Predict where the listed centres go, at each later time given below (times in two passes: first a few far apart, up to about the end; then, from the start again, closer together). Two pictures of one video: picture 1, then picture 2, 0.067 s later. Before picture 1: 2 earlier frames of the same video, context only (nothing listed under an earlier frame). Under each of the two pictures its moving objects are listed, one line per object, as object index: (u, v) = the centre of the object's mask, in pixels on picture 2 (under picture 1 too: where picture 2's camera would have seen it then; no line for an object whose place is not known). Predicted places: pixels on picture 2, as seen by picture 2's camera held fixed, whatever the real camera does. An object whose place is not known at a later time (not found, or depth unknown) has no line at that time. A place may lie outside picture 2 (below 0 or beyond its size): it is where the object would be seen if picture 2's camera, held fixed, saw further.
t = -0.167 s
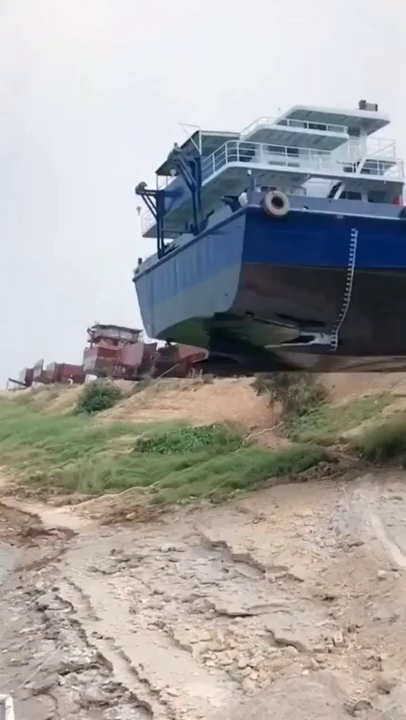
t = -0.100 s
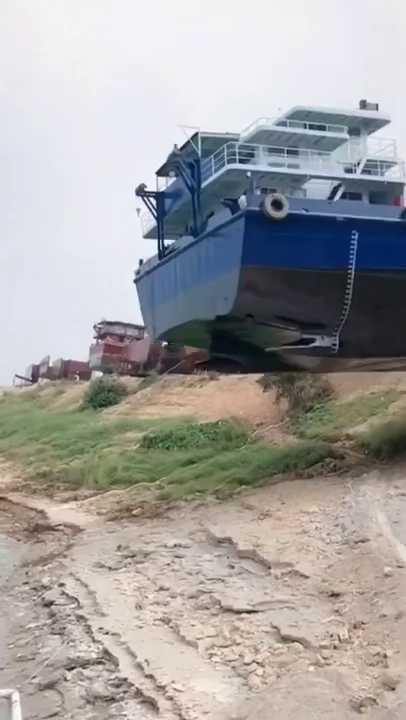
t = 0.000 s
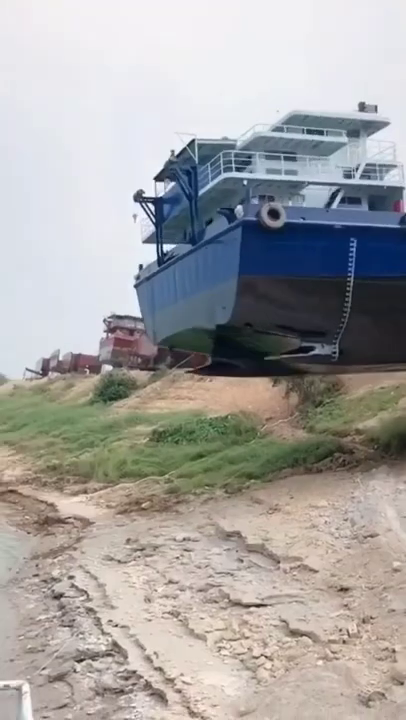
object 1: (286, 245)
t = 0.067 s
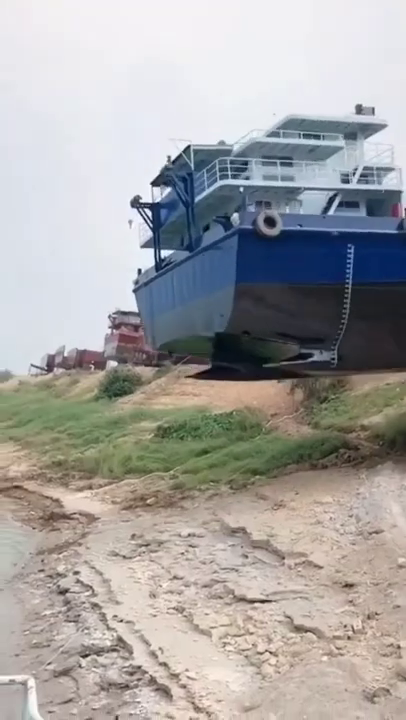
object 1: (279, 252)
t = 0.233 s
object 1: (266, 275)
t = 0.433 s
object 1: (248, 317)
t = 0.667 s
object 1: (230, 373)
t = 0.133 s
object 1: (273, 261)
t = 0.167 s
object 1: (270, 267)
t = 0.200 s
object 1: (269, 270)
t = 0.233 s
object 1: (266, 275)
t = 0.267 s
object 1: (264, 281)
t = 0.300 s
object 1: (261, 288)
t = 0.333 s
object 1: (258, 295)
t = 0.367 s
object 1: (255, 302)
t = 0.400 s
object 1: (252, 309)
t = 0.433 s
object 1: (248, 317)
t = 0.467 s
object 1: (245, 325)
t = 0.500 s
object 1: (242, 332)
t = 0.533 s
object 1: (241, 337)
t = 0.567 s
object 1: (238, 345)
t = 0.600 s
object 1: (236, 354)
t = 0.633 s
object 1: (233, 364)
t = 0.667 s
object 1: (230, 373)
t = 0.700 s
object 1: (226, 377)
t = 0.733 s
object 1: (221, 380)
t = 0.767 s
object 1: (217, 379)
